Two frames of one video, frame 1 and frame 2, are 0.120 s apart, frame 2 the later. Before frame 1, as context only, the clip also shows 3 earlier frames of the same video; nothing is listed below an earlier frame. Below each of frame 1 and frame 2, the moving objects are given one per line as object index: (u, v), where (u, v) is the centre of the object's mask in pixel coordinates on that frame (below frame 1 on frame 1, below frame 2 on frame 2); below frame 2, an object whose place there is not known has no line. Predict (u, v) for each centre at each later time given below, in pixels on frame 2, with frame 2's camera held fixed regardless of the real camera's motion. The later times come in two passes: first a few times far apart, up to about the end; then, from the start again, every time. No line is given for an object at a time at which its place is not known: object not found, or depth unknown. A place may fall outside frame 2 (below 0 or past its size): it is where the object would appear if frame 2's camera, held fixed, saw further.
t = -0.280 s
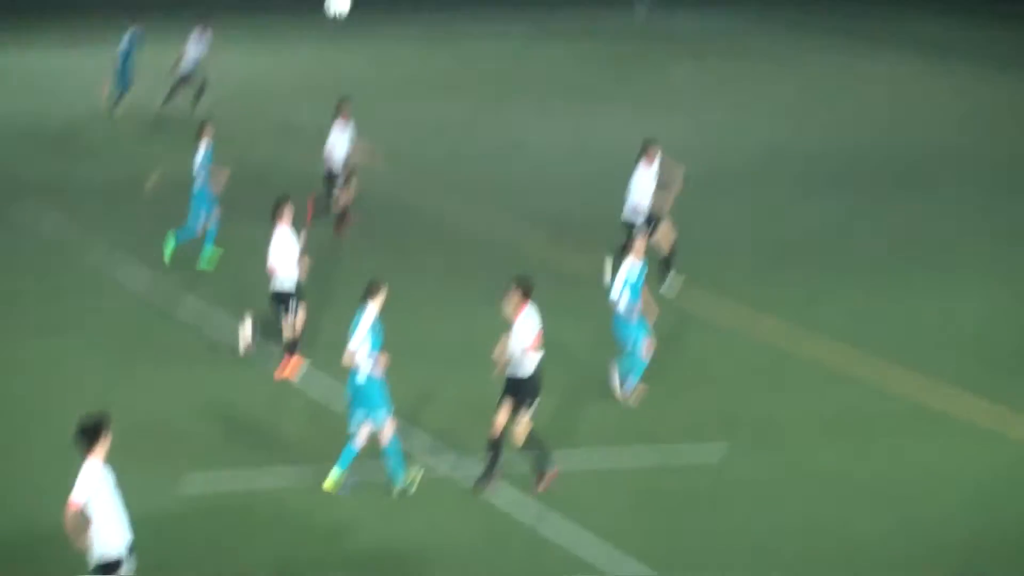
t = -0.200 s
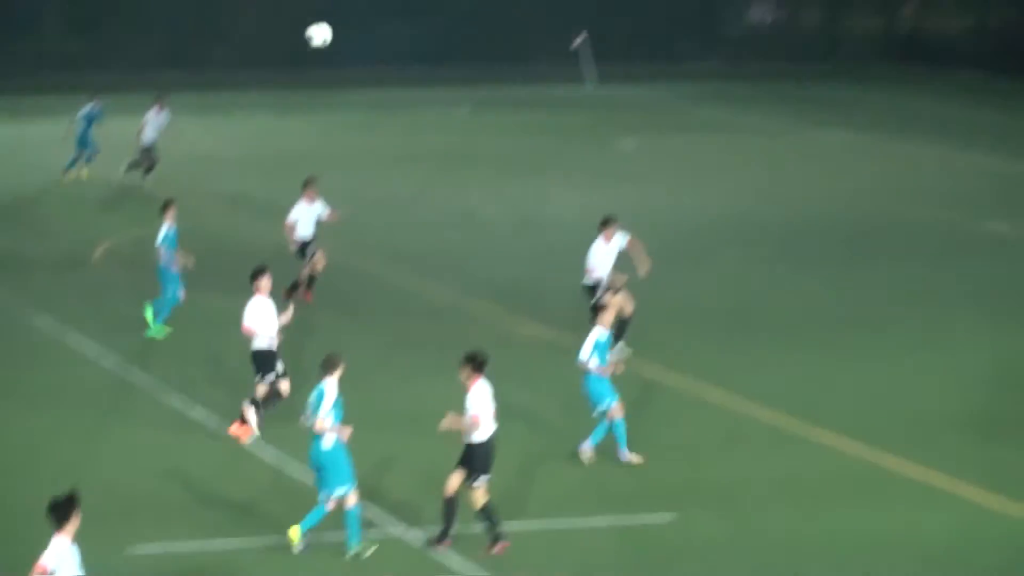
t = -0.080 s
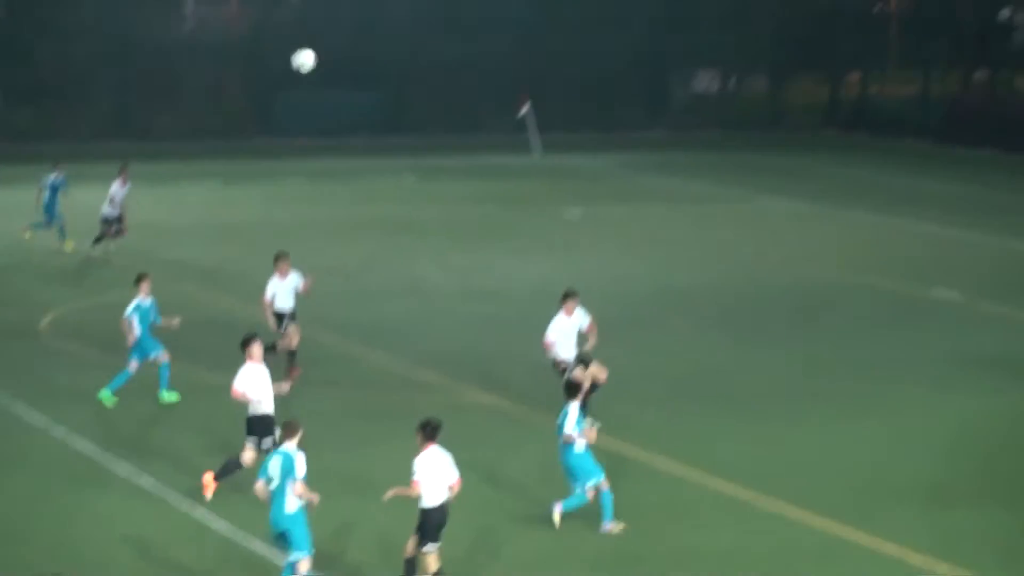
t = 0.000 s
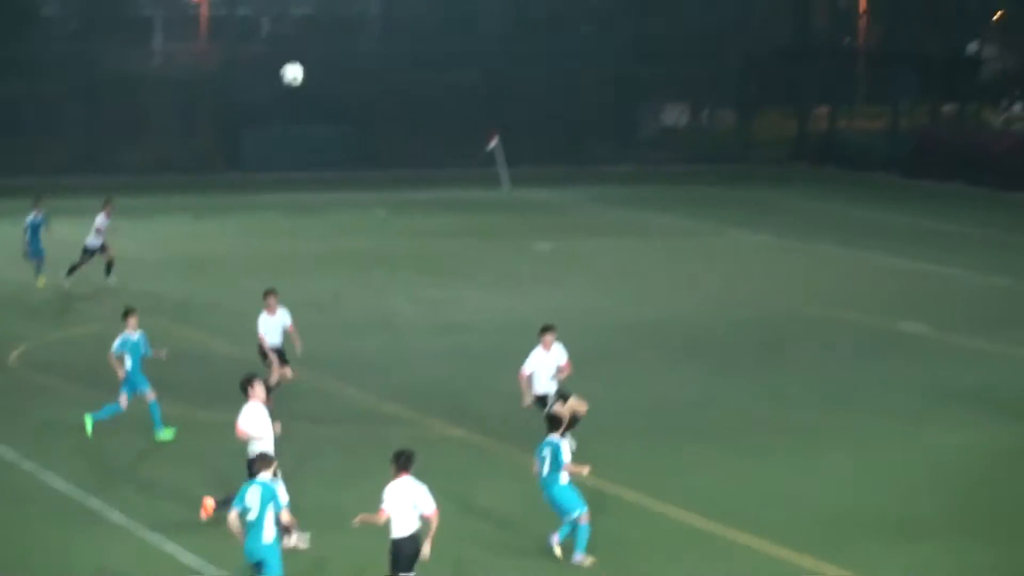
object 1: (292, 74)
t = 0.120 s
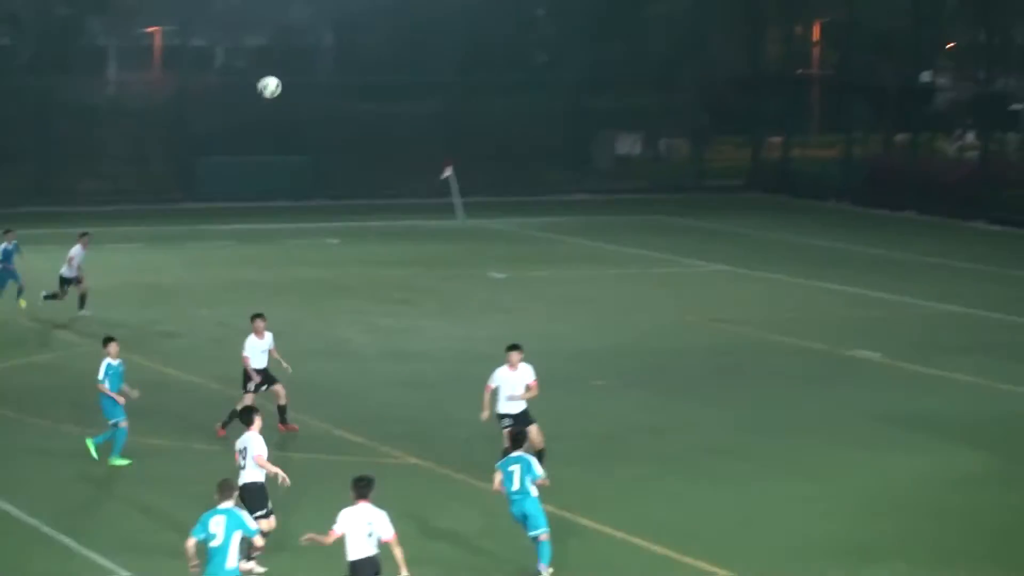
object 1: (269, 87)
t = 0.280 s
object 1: (287, 85)
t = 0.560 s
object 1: (299, 122)
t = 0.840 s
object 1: (293, 203)
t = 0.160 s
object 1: (275, 84)
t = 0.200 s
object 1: (279, 83)
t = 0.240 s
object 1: (283, 83)
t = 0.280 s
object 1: (287, 85)
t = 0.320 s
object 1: (290, 87)
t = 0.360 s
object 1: (293, 90)
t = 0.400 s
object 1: (294, 95)
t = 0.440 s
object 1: (296, 100)
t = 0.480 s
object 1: (297, 106)
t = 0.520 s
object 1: (298, 114)
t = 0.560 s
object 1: (299, 122)
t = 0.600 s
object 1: (299, 132)
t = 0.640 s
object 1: (298, 141)
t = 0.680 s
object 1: (298, 152)
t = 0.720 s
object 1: (297, 164)
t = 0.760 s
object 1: (296, 176)
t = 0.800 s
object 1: (294, 189)
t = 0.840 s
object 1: (293, 203)
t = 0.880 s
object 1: (291, 217)
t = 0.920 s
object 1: (288, 232)
